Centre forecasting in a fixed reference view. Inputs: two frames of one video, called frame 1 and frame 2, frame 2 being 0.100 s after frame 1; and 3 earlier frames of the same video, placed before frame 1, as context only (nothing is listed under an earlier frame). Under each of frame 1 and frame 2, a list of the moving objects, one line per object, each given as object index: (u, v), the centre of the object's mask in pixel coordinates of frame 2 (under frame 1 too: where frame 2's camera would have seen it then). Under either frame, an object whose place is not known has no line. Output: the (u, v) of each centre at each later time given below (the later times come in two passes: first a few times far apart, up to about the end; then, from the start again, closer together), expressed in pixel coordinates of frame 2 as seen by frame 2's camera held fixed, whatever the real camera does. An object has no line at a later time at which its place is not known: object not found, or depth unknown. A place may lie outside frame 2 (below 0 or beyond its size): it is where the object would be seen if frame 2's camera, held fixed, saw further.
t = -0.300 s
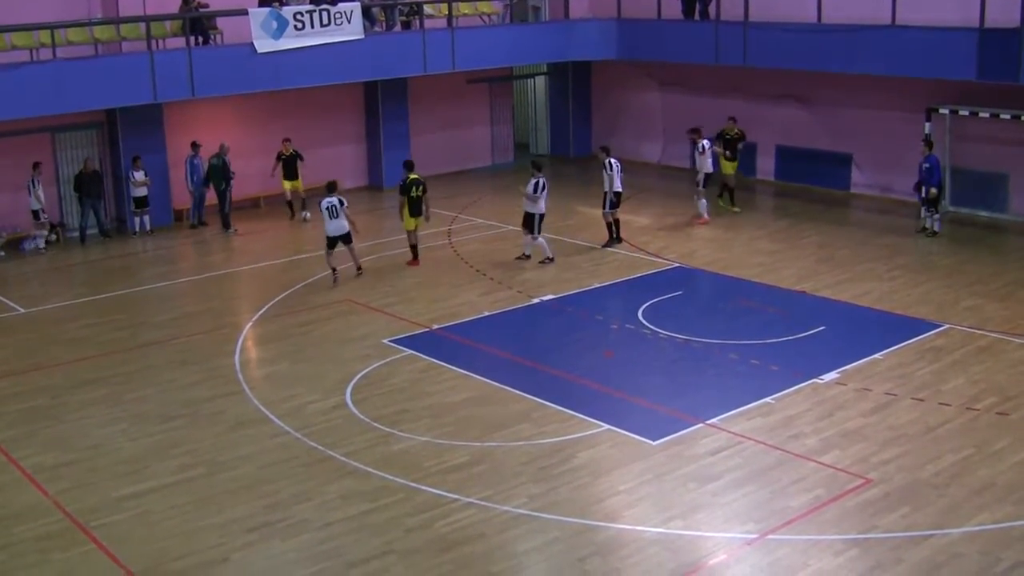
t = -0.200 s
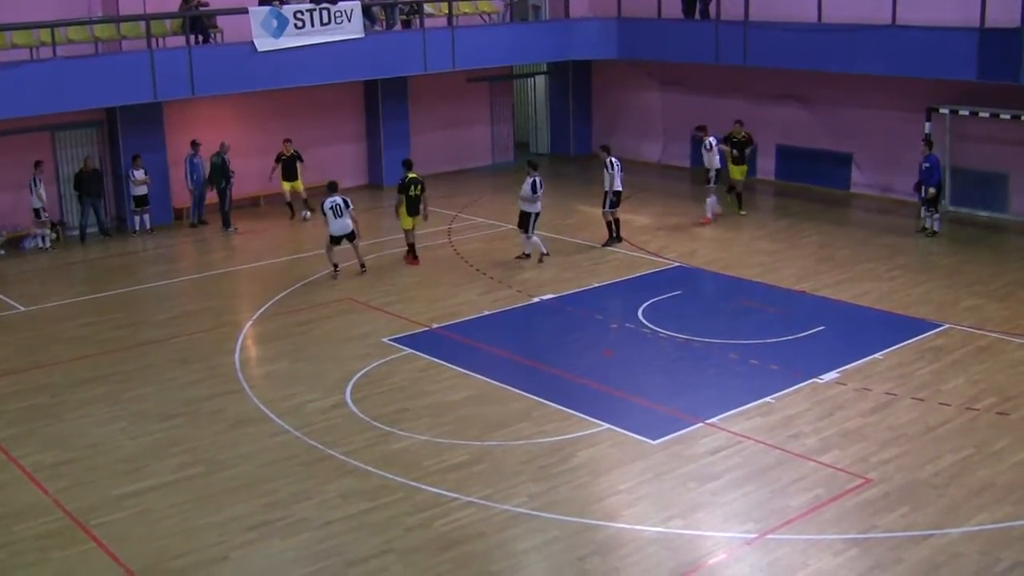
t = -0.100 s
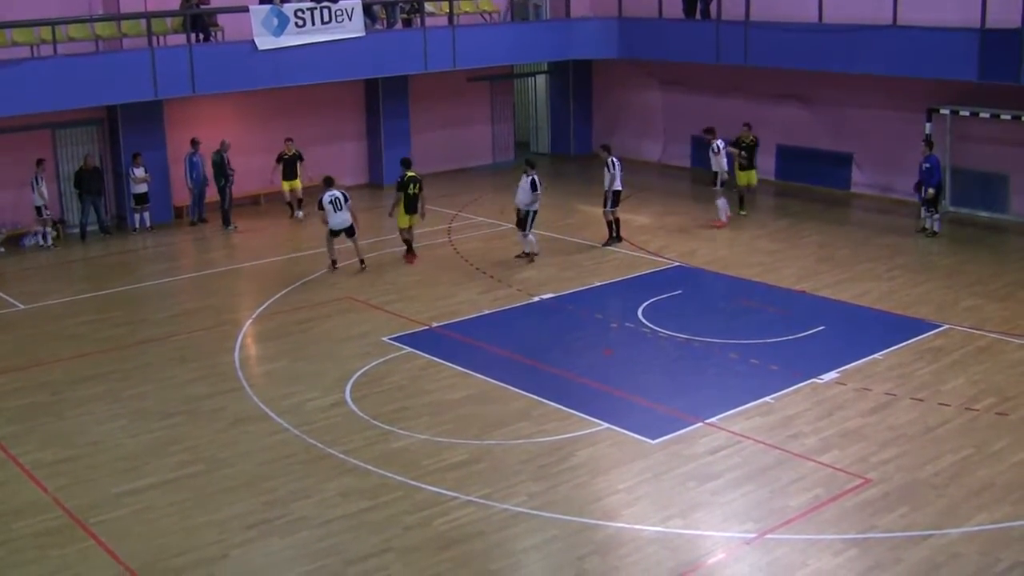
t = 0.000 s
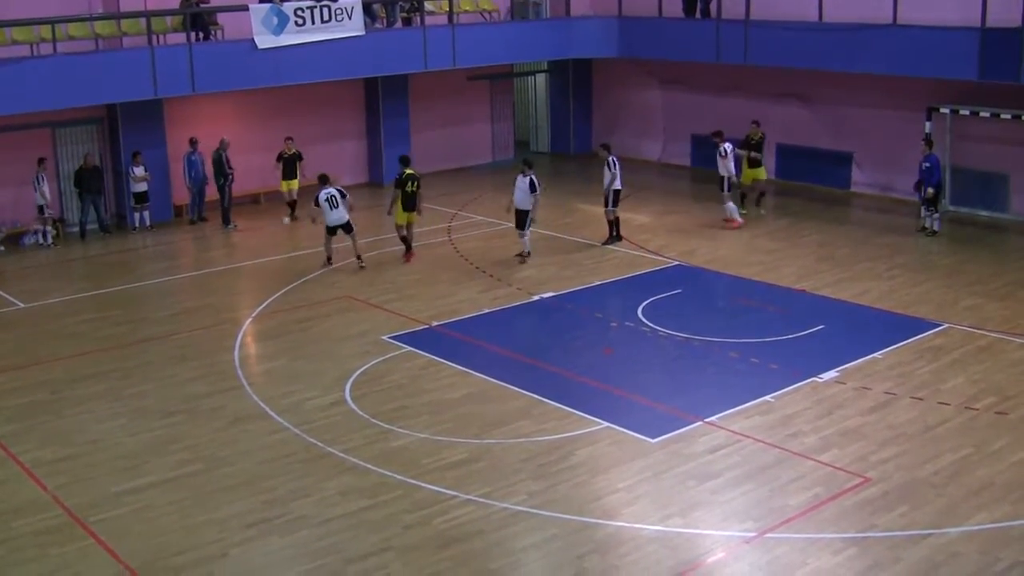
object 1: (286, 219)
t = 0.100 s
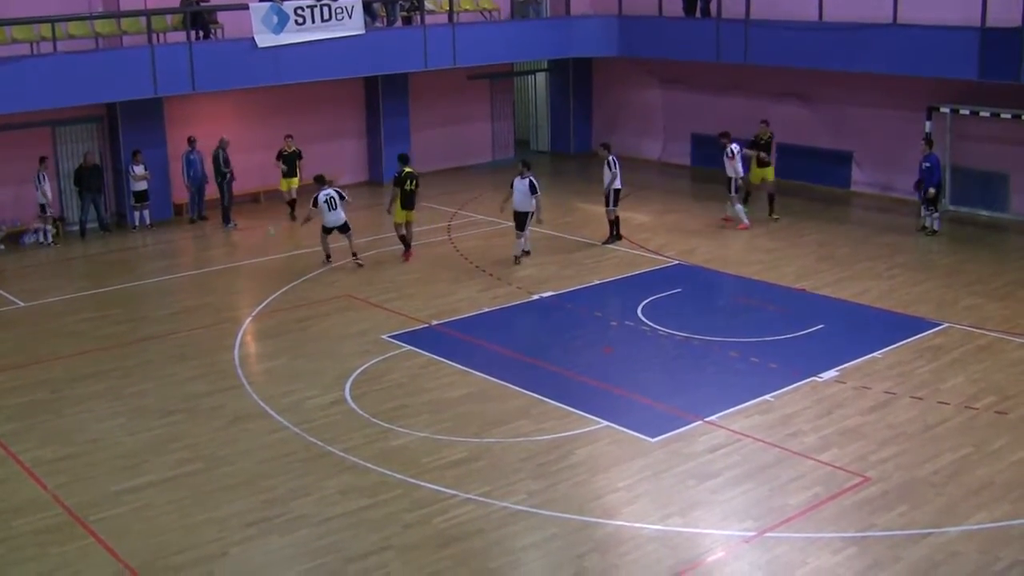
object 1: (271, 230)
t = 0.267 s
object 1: (243, 265)
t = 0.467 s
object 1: (211, 293)
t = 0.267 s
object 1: (243, 265)
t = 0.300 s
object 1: (237, 272)
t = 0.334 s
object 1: (232, 276)
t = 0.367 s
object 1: (228, 278)
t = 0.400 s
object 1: (222, 283)
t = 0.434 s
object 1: (217, 287)
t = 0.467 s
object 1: (211, 293)
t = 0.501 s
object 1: (205, 300)
